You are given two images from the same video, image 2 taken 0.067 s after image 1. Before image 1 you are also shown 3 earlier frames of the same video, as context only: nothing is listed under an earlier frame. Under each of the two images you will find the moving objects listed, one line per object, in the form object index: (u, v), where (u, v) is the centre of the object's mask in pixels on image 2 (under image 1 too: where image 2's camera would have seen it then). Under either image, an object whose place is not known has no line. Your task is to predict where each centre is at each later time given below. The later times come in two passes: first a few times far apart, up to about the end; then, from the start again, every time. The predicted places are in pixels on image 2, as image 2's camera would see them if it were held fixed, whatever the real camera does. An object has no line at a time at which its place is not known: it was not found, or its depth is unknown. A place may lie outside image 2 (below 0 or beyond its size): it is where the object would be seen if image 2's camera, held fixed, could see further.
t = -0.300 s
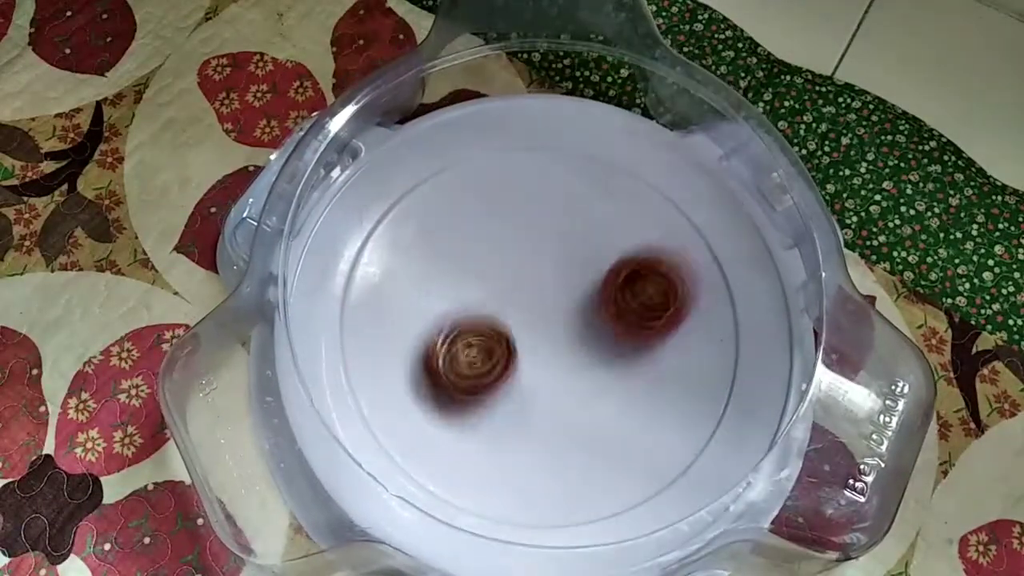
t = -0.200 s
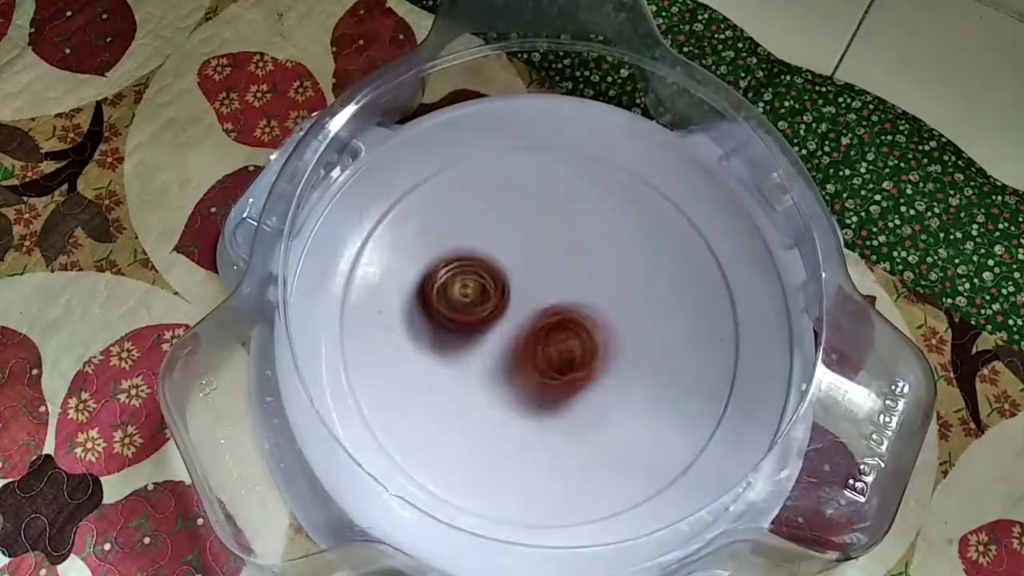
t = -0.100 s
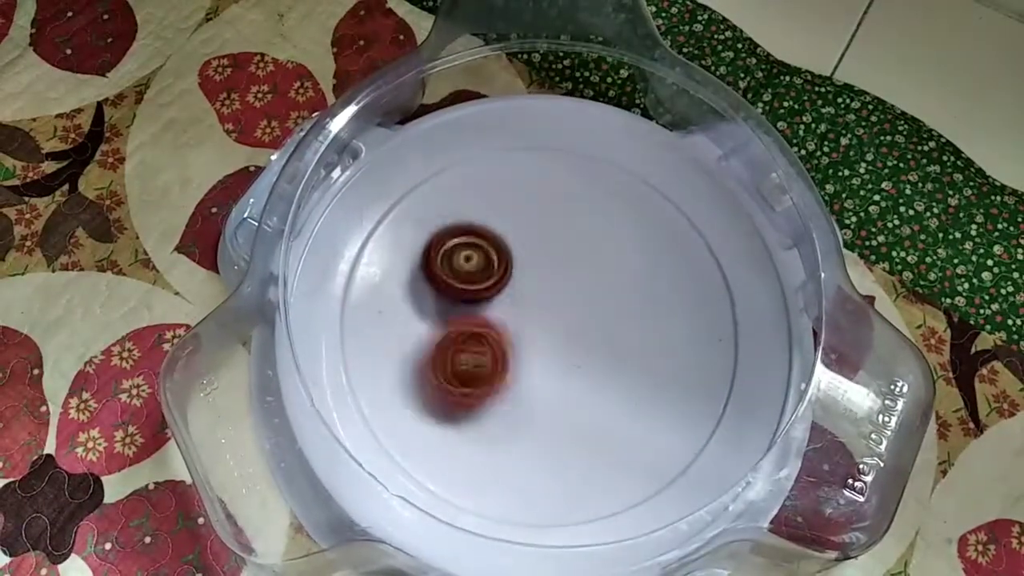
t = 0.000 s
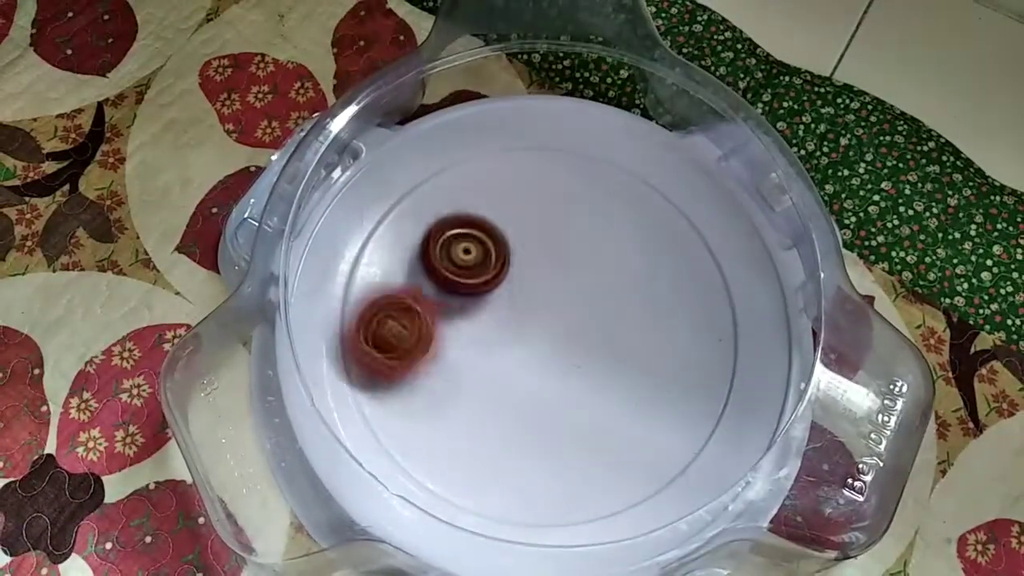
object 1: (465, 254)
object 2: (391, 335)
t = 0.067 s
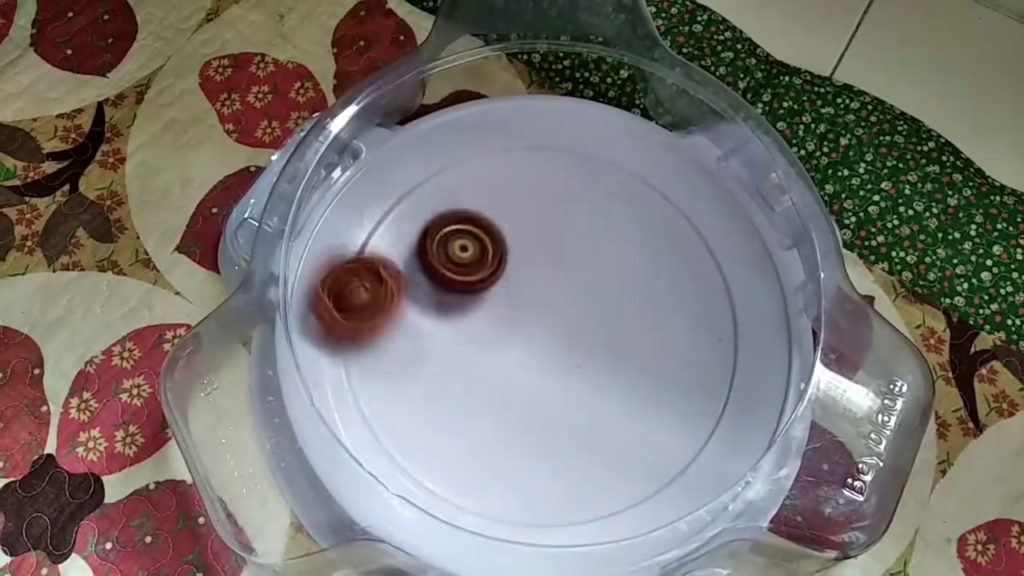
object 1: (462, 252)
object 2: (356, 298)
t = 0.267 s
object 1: (547, 258)
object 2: (377, 199)
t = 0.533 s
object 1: (696, 263)
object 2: (531, 301)
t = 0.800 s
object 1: (755, 276)
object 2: (467, 438)
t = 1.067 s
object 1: (738, 323)
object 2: (442, 340)
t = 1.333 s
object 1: (626, 392)
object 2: (620, 252)
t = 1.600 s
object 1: (533, 439)
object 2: (708, 253)
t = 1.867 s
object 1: (464, 387)
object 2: (582, 365)
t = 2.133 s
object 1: (421, 294)
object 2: (541, 268)
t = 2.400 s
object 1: (412, 193)
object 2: (653, 232)
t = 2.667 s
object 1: (466, 237)
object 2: (689, 271)
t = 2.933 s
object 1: (502, 250)
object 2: (710, 333)
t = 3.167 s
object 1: (467, 261)
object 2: (686, 400)
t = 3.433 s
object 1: (471, 280)
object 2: (591, 370)
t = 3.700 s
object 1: (434, 240)
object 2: (594, 373)
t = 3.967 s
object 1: (443, 225)
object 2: (576, 353)
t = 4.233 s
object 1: (486, 241)
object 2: (557, 305)
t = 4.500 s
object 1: (486, 262)
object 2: (581, 318)
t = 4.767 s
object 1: (491, 295)
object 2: (584, 327)
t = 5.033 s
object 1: (484, 314)
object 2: (584, 329)
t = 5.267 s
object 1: (478, 322)
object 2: (589, 325)
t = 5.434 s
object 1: (482, 318)
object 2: (581, 326)
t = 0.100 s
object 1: (461, 250)
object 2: (348, 276)
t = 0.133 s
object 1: (461, 248)
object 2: (356, 255)
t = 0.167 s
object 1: (467, 246)
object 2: (363, 235)
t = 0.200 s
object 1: (497, 250)
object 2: (350, 213)
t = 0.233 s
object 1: (525, 255)
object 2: (351, 199)
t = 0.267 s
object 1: (547, 258)
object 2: (377, 199)
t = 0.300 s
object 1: (568, 261)
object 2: (406, 201)
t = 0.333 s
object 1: (583, 264)
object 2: (433, 205)
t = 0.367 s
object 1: (596, 264)
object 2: (461, 211)
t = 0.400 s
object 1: (605, 264)
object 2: (487, 224)
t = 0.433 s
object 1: (614, 263)
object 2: (516, 239)
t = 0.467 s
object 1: (641, 265)
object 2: (527, 259)
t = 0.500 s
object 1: (671, 264)
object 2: (529, 278)
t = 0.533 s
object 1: (696, 263)
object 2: (531, 301)
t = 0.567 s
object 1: (716, 262)
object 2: (529, 326)
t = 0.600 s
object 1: (726, 262)
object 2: (526, 350)
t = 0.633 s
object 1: (734, 264)
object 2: (521, 374)
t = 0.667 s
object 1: (740, 265)
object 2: (513, 395)
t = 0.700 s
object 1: (745, 267)
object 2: (504, 411)
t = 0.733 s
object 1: (749, 269)
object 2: (493, 423)
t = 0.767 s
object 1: (752, 272)
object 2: (481, 433)
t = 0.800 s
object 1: (755, 276)
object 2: (467, 438)
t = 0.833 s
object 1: (756, 280)
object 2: (452, 441)
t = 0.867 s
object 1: (757, 286)
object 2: (439, 436)
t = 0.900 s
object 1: (757, 291)
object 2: (427, 428)
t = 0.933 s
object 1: (756, 297)
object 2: (418, 416)
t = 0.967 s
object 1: (754, 304)
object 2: (415, 399)
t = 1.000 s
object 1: (750, 310)
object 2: (419, 378)
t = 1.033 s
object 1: (745, 316)
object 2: (428, 359)
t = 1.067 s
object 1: (738, 323)
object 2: (442, 340)
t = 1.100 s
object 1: (729, 329)
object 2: (462, 321)
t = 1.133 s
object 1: (715, 335)
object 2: (485, 306)
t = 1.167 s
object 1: (698, 339)
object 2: (508, 294)
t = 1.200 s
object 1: (679, 343)
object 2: (534, 286)
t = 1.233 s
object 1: (660, 346)
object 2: (562, 280)
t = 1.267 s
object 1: (643, 350)
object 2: (587, 279)
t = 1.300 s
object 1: (634, 369)
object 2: (607, 270)
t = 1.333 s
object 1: (626, 392)
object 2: (620, 252)
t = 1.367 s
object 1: (615, 412)
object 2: (635, 235)
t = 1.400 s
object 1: (602, 425)
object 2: (647, 225)
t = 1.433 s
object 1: (591, 433)
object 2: (661, 219)
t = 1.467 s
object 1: (580, 438)
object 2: (673, 218)
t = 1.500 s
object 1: (568, 440)
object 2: (685, 220)
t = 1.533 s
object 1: (556, 441)
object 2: (696, 227)
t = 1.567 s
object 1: (544, 441)
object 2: (705, 237)
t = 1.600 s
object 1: (533, 439)
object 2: (708, 253)
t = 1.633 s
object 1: (522, 436)
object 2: (708, 271)
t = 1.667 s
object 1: (512, 432)
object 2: (707, 290)
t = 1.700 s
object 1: (501, 427)
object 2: (699, 311)
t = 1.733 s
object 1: (492, 420)
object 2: (684, 330)
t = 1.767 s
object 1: (484, 413)
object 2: (664, 348)
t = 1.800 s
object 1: (476, 405)
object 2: (638, 359)
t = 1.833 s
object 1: (469, 396)
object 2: (611, 364)
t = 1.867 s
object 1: (464, 387)
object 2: (582, 365)
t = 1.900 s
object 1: (460, 378)
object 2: (554, 360)
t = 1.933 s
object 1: (446, 368)
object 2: (541, 350)
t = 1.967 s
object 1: (428, 357)
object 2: (538, 336)
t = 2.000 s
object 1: (417, 343)
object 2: (537, 321)
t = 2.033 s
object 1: (413, 329)
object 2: (536, 307)
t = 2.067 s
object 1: (413, 318)
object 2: (538, 292)
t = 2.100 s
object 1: (416, 306)
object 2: (539, 279)
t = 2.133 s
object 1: (421, 294)
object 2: (541, 268)
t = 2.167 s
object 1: (428, 281)
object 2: (544, 257)
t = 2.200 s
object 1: (436, 268)
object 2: (547, 248)
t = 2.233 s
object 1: (444, 254)
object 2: (550, 241)
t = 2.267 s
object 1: (455, 241)
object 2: (552, 236)
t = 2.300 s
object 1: (465, 226)
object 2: (554, 233)
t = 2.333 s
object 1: (446, 211)
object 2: (584, 232)
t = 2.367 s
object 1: (427, 200)
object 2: (620, 232)
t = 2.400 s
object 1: (412, 193)
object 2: (653, 232)
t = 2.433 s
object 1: (406, 192)
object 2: (676, 235)
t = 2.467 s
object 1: (406, 196)
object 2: (694, 239)
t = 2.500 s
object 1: (411, 204)
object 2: (702, 244)
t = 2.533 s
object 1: (420, 212)
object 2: (705, 249)
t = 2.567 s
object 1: (429, 219)
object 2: (704, 254)
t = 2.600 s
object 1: (441, 226)
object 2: (701, 260)
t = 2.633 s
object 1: (454, 232)
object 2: (696, 265)
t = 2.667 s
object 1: (466, 237)
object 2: (689, 271)
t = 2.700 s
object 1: (480, 243)
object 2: (680, 277)
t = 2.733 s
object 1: (494, 248)
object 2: (671, 283)
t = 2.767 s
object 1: (509, 253)
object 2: (660, 289)
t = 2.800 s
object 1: (526, 260)
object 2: (651, 293)
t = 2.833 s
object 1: (543, 267)
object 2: (644, 298)
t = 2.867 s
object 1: (540, 263)
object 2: (659, 305)
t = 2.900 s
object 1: (518, 256)
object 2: (690, 321)
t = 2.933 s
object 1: (502, 250)
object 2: (710, 333)
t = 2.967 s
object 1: (488, 246)
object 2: (723, 347)
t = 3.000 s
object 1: (480, 244)
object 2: (728, 360)
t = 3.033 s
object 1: (475, 246)
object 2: (726, 373)
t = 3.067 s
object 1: (471, 250)
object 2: (720, 384)
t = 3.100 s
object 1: (469, 254)
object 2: (710, 393)
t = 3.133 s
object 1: (467, 258)
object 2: (699, 398)
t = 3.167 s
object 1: (467, 261)
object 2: (686, 400)
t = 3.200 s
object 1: (466, 264)
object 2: (673, 400)
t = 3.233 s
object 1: (467, 266)
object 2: (659, 398)
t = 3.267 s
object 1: (467, 268)
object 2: (645, 394)
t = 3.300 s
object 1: (467, 271)
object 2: (634, 390)
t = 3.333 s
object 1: (468, 273)
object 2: (621, 386)
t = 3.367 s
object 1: (469, 275)
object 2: (609, 380)
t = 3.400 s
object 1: (470, 277)
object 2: (599, 374)
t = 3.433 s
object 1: (471, 280)
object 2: (591, 370)
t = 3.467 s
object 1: (473, 282)
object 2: (580, 364)
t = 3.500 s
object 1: (475, 284)
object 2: (568, 357)
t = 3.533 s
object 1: (478, 286)
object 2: (557, 351)
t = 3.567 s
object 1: (475, 281)
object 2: (557, 351)
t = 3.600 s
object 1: (458, 263)
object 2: (571, 361)
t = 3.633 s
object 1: (447, 253)
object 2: (581, 369)
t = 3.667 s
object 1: (439, 245)
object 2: (589, 372)
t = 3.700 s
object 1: (434, 240)
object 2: (594, 373)
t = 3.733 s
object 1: (432, 237)
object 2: (597, 373)
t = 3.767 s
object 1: (430, 234)
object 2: (599, 372)
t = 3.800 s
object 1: (430, 232)
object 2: (597, 370)
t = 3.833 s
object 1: (432, 230)
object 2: (594, 367)
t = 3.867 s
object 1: (434, 227)
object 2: (591, 364)
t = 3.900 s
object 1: (436, 226)
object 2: (586, 361)
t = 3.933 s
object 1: (440, 225)
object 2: (581, 357)
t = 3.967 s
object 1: (443, 225)
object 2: (576, 353)
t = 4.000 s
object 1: (448, 225)
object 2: (572, 349)
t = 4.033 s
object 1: (454, 226)
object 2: (568, 343)
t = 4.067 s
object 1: (459, 227)
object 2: (565, 337)
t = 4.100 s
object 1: (465, 230)
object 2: (563, 331)
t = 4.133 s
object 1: (471, 233)
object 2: (559, 323)
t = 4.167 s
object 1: (477, 237)
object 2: (557, 315)
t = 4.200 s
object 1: (483, 242)
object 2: (555, 308)
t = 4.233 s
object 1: (486, 241)
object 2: (557, 305)
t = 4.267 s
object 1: (485, 239)
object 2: (561, 305)
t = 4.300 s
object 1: (486, 240)
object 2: (562, 306)
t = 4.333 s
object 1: (487, 245)
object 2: (563, 306)
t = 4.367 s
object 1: (488, 250)
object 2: (565, 307)
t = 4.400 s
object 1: (490, 254)
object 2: (567, 310)
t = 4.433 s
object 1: (488, 256)
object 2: (573, 313)
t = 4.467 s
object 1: (486, 258)
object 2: (578, 316)
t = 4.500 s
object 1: (486, 262)
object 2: (581, 318)
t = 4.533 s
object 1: (485, 266)
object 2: (582, 319)
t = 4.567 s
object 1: (485, 271)
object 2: (583, 320)
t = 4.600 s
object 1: (486, 275)
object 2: (583, 322)
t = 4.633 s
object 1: (487, 280)
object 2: (583, 323)
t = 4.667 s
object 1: (488, 285)
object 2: (583, 324)
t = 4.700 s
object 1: (489, 288)
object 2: (584, 325)
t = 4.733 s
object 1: (490, 292)
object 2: (584, 326)
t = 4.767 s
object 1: (491, 295)
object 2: (584, 327)
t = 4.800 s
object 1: (491, 299)
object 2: (584, 327)
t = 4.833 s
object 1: (491, 302)
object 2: (585, 328)
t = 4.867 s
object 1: (490, 303)
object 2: (585, 328)
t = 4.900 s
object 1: (489, 305)
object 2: (585, 328)
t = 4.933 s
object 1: (487, 308)
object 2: (585, 329)
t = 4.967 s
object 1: (486, 310)
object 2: (585, 328)
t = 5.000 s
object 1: (484, 313)
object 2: (585, 329)
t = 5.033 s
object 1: (484, 314)
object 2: (584, 329)
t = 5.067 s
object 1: (484, 316)
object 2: (584, 330)
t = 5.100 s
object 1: (484, 317)
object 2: (583, 330)
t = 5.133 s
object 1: (484, 319)
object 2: (583, 330)
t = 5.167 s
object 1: (480, 319)
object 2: (587, 329)
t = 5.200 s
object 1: (477, 319)
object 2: (589, 328)
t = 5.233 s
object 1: (477, 321)
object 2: (590, 326)
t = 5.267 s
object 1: (478, 322)
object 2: (589, 325)
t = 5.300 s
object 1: (478, 321)
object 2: (587, 324)
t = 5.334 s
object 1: (479, 321)
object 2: (585, 325)
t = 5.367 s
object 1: (480, 321)
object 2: (583, 326)
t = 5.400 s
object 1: (481, 320)
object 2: (582, 326)
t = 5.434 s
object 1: (482, 318)
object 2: (581, 326)
